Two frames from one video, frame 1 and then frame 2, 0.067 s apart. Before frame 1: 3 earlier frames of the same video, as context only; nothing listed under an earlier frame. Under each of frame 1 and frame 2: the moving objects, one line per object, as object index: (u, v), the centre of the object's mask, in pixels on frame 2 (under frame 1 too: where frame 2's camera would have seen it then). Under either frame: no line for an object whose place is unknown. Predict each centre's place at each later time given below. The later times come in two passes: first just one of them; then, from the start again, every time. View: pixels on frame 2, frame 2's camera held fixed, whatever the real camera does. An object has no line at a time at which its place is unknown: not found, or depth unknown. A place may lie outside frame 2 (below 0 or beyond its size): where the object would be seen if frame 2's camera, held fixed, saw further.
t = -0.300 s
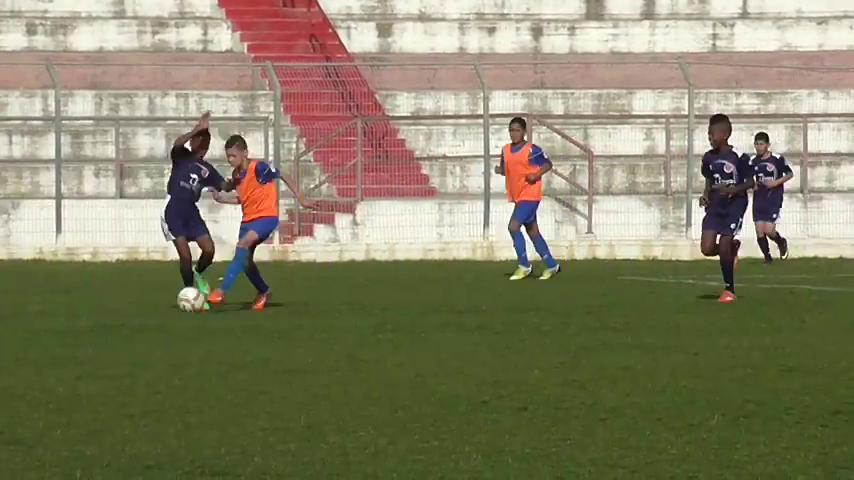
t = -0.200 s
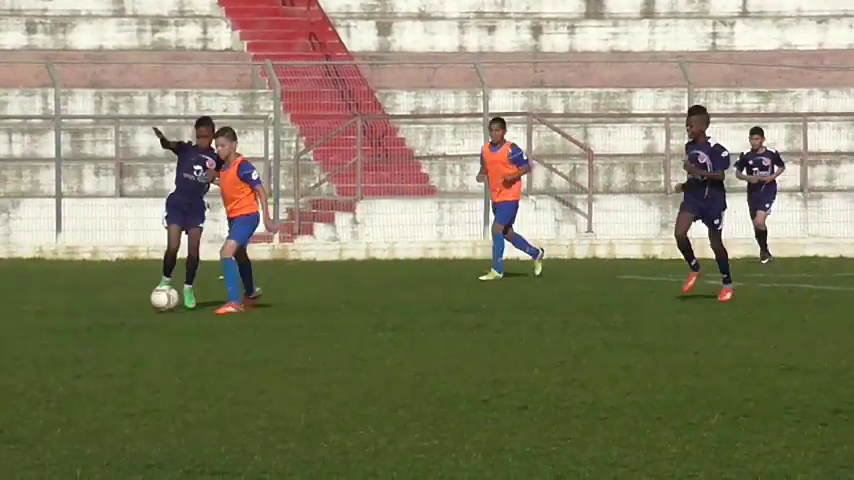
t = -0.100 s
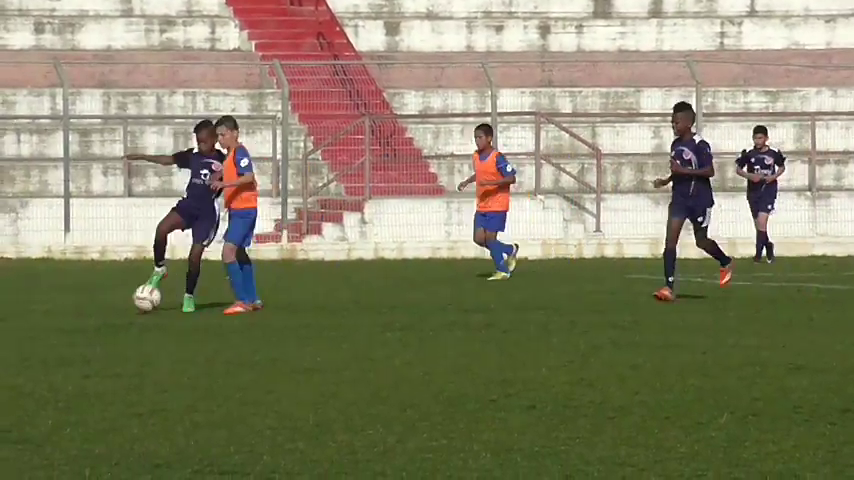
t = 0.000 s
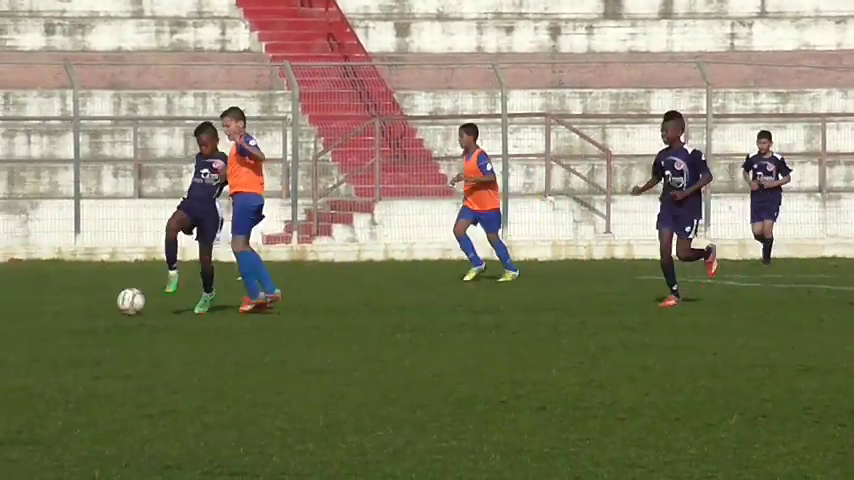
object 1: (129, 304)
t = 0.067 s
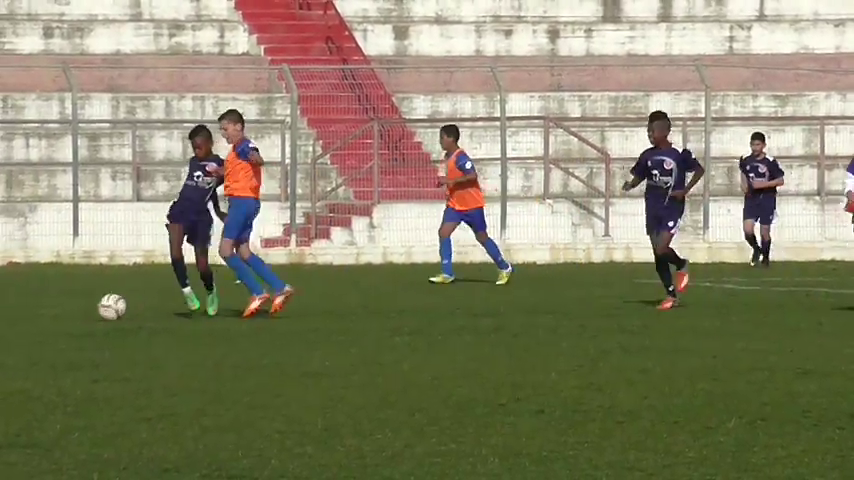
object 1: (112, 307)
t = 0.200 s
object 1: (76, 309)
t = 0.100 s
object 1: (103, 306)
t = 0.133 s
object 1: (95, 308)
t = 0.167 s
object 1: (85, 308)
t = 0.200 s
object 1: (76, 309)
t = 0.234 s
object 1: (68, 309)
